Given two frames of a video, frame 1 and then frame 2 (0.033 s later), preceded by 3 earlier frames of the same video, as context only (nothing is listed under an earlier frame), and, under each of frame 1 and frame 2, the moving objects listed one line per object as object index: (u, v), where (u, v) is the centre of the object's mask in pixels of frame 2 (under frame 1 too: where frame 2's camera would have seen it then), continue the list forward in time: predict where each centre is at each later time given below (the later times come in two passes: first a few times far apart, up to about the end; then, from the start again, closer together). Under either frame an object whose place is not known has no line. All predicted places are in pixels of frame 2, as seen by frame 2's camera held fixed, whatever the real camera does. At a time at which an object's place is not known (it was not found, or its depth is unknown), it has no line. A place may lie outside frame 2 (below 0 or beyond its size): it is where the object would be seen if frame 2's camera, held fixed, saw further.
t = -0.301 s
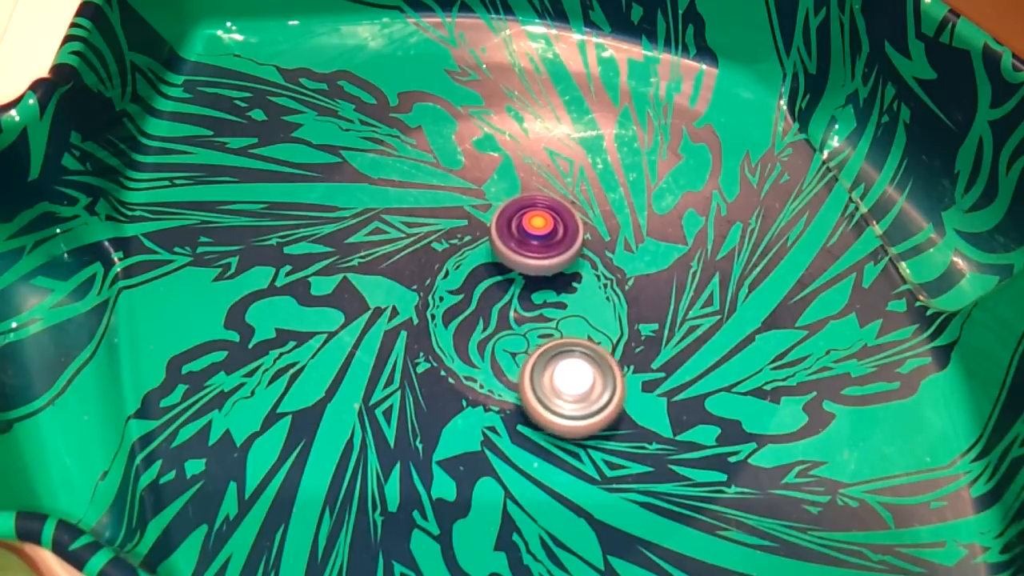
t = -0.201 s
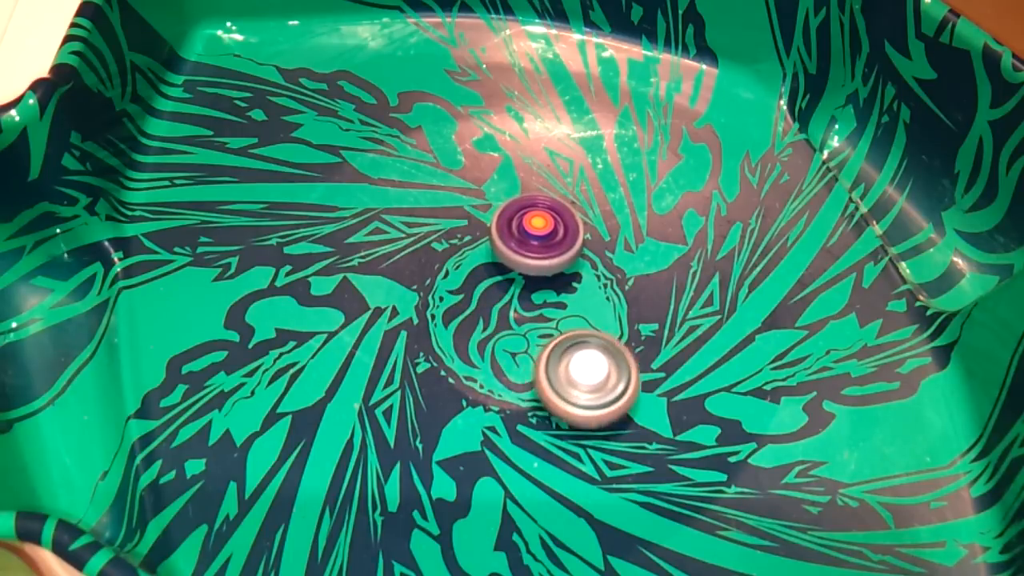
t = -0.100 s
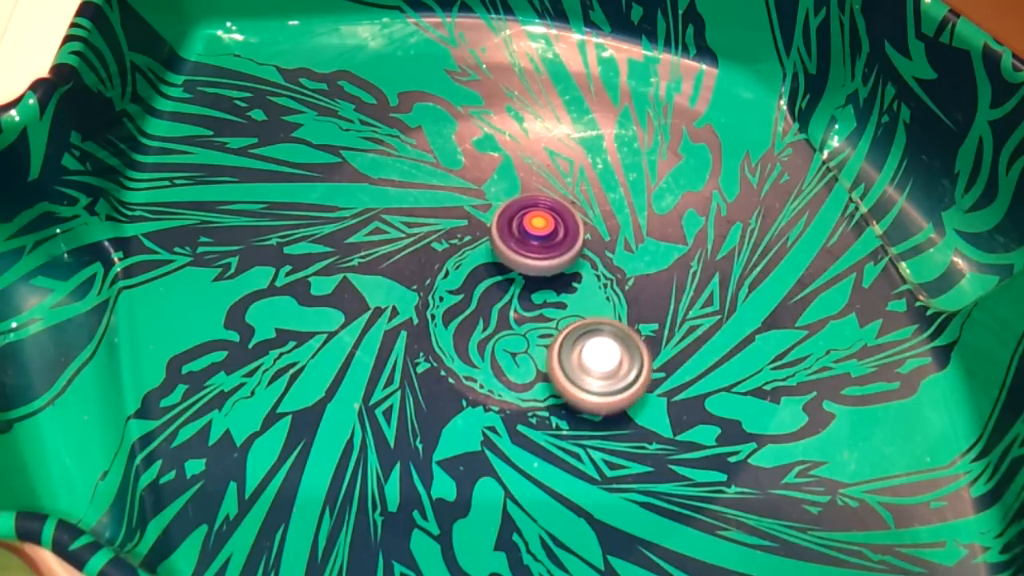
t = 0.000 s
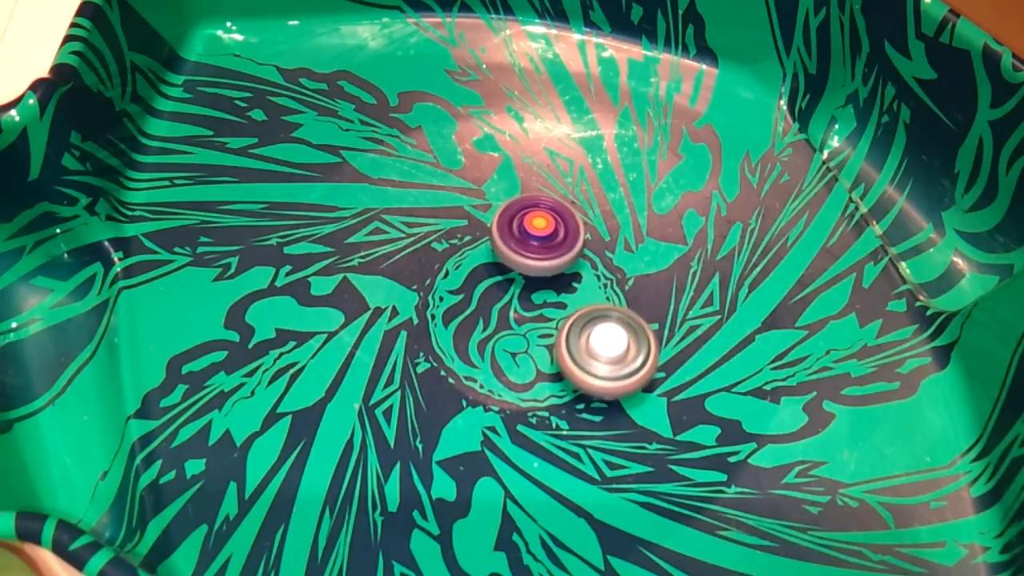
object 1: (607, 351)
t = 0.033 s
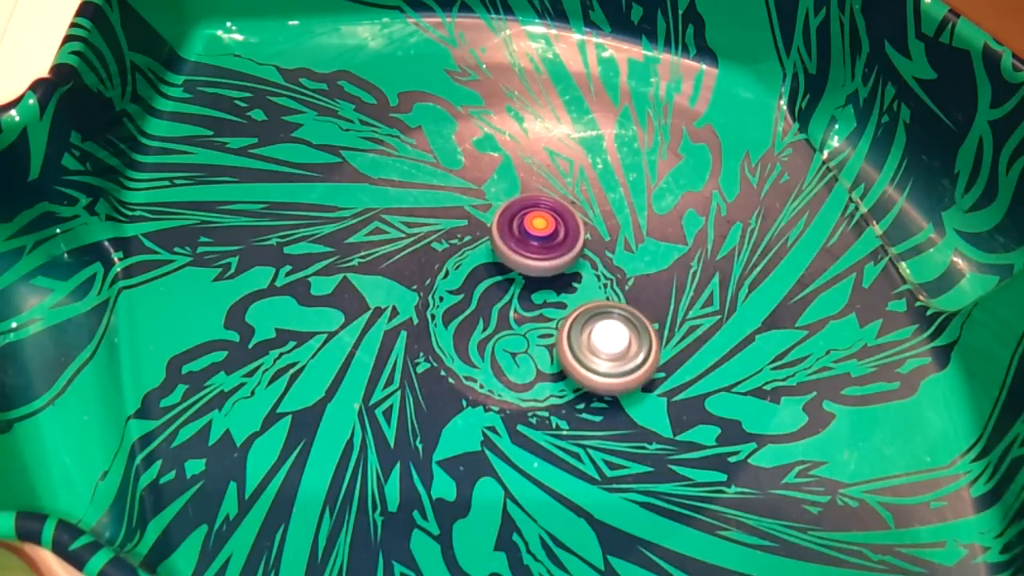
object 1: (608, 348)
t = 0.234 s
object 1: (609, 345)
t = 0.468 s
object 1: (603, 357)
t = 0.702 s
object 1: (597, 364)
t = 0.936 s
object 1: (589, 372)
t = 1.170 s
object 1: (580, 378)
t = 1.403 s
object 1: (577, 378)
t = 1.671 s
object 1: (565, 386)
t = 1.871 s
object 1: (560, 387)
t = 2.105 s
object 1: (552, 389)
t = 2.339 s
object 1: (551, 390)
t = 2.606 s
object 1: (549, 390)
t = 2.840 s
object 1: (553, 389)
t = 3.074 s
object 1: (563, 387)
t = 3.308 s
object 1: (572, 383)
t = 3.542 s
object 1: (582, 377)
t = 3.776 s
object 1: (597, 365)
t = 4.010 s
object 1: (607, 350)
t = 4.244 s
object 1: (614, 336)
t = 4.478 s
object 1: (618, 319)
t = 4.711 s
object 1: (617, 309)
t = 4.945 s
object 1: (617, 304)
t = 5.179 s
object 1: (617, 300)
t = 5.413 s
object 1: (615, 300)
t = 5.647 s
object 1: (617, 304)
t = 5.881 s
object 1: (616, 306)
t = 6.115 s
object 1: (618, 311)
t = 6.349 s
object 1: (616, 319)
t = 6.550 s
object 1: (616, 317)
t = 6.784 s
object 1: (613, 332)
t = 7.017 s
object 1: (613, 337)
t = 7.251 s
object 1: (609, 347)
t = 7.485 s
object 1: (604, 355)
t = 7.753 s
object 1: (600, 360)
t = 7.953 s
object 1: (595, 367)
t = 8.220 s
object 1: (589, 372)
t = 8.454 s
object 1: (585, 375)
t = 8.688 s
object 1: (580, 377)
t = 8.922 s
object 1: (579, 377)
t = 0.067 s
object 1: (609, 346)
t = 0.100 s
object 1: (609, 347)
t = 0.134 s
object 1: (609, 347)
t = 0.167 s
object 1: (609, 346)
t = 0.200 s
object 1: (609, 345)
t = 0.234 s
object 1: (609, 345)
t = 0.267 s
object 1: (609, 346)
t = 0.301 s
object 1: (608, 348)
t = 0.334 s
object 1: (607, 350)
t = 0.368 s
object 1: (606, 352)
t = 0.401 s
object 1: (604, 354)
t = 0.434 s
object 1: (603, 356)
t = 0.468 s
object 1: (603, 357)
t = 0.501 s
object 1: (602, 358)
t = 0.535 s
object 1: (602, 358)
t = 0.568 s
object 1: (601, 359)
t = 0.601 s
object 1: (600, 360)
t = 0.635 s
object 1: (599, 362)
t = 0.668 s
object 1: (598, 363)
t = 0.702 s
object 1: (597, 364)
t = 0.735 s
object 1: (595, 365)
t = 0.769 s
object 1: (594, 367)
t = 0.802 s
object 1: (593, 368)
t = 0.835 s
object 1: (592, 368)
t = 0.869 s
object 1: (592, 369)
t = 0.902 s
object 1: (590, 370)
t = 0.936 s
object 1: (589, 372)
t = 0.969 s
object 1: (587, 373)
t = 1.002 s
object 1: (586, 374)
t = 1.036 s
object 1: (585, 374)
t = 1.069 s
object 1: (585, 374)
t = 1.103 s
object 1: (583, 375)
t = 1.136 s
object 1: (582, 376)
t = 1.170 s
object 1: (580, 378)
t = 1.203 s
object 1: (578, 379)
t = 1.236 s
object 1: (578, 379)
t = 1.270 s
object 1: (580, 378)
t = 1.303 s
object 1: (581, 377)
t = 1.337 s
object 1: (580, 376)
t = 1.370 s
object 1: (579, 377)
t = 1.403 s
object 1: (577, 378)
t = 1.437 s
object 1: (574, 379)
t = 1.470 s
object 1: (572, 381)
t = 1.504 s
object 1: (569, 382)
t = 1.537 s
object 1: (567, 384)
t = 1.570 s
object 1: (565, 385)
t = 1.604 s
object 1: (564, 386)
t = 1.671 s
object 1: (565, 386)
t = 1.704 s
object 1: (565, 385)
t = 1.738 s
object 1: (564, 385)
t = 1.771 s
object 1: (563, 386)
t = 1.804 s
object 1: (562, 387)
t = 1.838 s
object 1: (560, 387)
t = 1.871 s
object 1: (560, 387)
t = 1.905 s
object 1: (559, 387)
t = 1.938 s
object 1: (559, 387)
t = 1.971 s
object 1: (558, 388)
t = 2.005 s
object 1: (557, 388)
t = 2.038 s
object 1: (555, 388)
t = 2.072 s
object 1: (554, 389)
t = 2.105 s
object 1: (552, 389)
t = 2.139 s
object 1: (551, 390)
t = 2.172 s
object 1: (551, 390)
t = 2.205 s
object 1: (551, 390)
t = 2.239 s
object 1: (550, 390)
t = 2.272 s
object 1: (550, 390)
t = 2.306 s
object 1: (550, 390)
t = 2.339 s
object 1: (551, 390)
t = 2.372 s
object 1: (551, 390)
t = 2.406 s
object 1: (551, 390)
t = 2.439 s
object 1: (550, 390)
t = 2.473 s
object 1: (550, 390)
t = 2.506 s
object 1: (549, 390)
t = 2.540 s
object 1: (549, 390)
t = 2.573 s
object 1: (549, 390)
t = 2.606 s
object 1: (549, 390)
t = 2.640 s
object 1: (550, 390)
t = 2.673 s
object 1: (550, 390)
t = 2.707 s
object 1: (551, 390)
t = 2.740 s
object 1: (552, 390)
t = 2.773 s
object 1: (553, 389)
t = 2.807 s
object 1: (553, 389)
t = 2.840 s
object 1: (553, 389)
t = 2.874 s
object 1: (554, 389)
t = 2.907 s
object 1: (555, 389)
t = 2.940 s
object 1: (557, 388)
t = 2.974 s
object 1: (559, 388)
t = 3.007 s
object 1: (560, 387)
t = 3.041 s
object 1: (561, 387)
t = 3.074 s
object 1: (563, 387)
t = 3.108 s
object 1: (564, 386)
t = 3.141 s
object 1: (566, 385)
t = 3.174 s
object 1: (568, 384)
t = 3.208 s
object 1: (569, 384)
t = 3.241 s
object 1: (570, 383)
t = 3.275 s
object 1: (570, 383)
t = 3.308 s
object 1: (572, 383)
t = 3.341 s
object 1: (574, 382)
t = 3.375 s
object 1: (576, 381)
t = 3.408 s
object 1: (577, 380)
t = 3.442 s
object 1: (578, 378)
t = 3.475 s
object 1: (580, 378)
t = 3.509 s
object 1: (581, 377)
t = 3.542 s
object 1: (582, 377)
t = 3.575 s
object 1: (584, 376)
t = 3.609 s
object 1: (585, 375)
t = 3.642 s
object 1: (587, 374)
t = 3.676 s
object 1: (589, 372)
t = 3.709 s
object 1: (592, 369)
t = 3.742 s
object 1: (594, 367)
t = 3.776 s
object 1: (597, 365)
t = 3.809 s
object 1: (598, 363)
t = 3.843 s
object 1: (600, 361)
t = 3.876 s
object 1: (602, 359)
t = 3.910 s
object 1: (603, 357)
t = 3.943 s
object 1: (605, 354)
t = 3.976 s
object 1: (606, 352)
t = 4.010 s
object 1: (607, 350)
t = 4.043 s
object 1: (608, 349)
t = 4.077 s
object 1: (609, 348)
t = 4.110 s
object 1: (609, 346)
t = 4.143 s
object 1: (610, 344)
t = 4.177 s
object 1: (612, 342)
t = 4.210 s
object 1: (613, 339)
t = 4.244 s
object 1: (614, 336)
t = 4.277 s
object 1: (614, 334)
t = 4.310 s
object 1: (615, 331)
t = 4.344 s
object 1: (616, 329)
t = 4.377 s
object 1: (617, 326)
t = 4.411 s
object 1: (617, 323)
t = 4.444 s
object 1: (617, 321)
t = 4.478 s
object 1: (618, 319)
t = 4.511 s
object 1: (618, 317)
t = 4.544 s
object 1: (618, 315)
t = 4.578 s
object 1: (618, 313)
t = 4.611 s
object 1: (617, 311)
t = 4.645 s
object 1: (617, 310)
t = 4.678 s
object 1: (617, 309)
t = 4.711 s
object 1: (617, 309)
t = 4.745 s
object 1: (617, 308)
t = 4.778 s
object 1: (617, 307)
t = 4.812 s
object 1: (617, 307)
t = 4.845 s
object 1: (617, 306)
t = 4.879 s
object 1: (617, 305)
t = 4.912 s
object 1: (617, 305)
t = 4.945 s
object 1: (617, 304)
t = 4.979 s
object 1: (617, 304)
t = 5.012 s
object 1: (617, 304)
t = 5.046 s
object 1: (617, 304)
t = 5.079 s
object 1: (617, 303)
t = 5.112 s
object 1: (617, 303)
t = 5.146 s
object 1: (617, 302)
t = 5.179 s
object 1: (617, 300)
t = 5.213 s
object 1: (616, 298)
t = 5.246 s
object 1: (616, 297)
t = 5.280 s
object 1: (615, 297)
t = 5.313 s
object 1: (615, 297)
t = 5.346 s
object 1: (615, 298)
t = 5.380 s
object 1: (615, 298)
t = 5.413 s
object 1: (615, 300)
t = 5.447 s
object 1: (616, 301)
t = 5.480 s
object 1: (616, 302)
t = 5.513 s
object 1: (617, 303)
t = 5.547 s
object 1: (617, 304)
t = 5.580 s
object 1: (617, 305)
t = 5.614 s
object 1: (617, 305)
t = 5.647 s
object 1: (617, 304)
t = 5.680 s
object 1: (617, 303)
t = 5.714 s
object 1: (617, 302)
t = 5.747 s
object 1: (617, 302)
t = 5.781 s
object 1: (617, 302)
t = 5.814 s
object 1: (616, 303)
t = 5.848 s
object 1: (617, 305)
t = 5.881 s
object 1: (616, 306)
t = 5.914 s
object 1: (617, 308)
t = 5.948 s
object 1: (617, 310)
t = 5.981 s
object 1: (617, 311)
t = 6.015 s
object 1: (618, 312)
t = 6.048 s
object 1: (618, 313)
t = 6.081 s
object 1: (618, 312)
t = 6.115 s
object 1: (618, 311)
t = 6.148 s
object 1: (617, 310)
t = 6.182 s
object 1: (617, 311)
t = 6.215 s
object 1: (617, 312)
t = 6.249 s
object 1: (617, 313)
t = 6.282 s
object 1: (616, 315)
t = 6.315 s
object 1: (616, 317)
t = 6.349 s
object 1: (616, 319)
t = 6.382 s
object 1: (617, 321)
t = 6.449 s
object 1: (618, 320)
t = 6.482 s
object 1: (618, 318)
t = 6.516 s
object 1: (617, 316)
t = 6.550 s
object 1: (616, 317)
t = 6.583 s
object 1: (615, 319)
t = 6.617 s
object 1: (615, 321)
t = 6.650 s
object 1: (615, 323)
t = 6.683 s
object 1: (614, 325)
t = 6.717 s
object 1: (614, 328)
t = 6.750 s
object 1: (614, 330)
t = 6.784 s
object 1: (613, 332)
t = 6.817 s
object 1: (613, 334)
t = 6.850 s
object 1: (613, 337)
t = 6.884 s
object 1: (613, 338)
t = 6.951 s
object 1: (613, 337)
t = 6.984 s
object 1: (613, 336)
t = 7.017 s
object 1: (613, 337)
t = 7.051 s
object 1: (612, 338)
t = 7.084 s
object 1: (612, 340)
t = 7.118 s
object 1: (611, 341)
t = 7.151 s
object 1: (610, 343)
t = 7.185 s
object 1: (610, 345)
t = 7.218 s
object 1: (609, 347)
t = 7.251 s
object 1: (609, 347)
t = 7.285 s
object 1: (609, 347)
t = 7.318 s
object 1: (609, 347)
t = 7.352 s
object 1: (608, 348)
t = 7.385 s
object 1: (607, 349)
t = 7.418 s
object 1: (606, 351)
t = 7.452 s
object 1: (605, 353)
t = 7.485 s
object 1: (604, 355)
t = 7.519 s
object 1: (603, 357)
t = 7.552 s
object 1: (603, 357)
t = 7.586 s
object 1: (603, 356)
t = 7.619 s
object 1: (603, 356)
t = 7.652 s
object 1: (602, 357)
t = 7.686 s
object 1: (602, 359)
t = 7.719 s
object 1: (601, 360)
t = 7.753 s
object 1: (600, 360)
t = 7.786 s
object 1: (600, 360)
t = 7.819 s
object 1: (599, 361)
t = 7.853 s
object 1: (598, 362)
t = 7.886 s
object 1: (597, 364)
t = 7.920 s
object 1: (595, 365)
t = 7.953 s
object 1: (595, 367)
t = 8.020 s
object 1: (595, 366)
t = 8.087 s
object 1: (594, 366)
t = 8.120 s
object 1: (593, 368)
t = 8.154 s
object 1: (592, 369)
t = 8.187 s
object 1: (590, 370)
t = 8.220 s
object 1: (589, 372)
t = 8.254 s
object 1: (589, 372)
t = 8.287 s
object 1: (589, 371)
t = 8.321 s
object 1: (589, 371)
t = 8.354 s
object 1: (587, 372)
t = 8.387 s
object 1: (586, 373)
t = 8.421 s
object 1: (585, 375)
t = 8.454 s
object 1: (585, 375)
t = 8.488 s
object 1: (585, 375)
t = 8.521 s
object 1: (585, 375)
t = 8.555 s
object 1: (584, 375)
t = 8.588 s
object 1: (583, 376)
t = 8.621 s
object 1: (582, 376)
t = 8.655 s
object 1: (581, 377)
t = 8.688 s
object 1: (580, 377)
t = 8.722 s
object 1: (579, 378)
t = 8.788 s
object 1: (581, 377)
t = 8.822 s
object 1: (582, 376)
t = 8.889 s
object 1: (581, 376)
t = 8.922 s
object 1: (579, 377)
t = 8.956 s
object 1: (577, 378)
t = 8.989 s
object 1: (576, 380)
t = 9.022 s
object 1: (574, 381)
